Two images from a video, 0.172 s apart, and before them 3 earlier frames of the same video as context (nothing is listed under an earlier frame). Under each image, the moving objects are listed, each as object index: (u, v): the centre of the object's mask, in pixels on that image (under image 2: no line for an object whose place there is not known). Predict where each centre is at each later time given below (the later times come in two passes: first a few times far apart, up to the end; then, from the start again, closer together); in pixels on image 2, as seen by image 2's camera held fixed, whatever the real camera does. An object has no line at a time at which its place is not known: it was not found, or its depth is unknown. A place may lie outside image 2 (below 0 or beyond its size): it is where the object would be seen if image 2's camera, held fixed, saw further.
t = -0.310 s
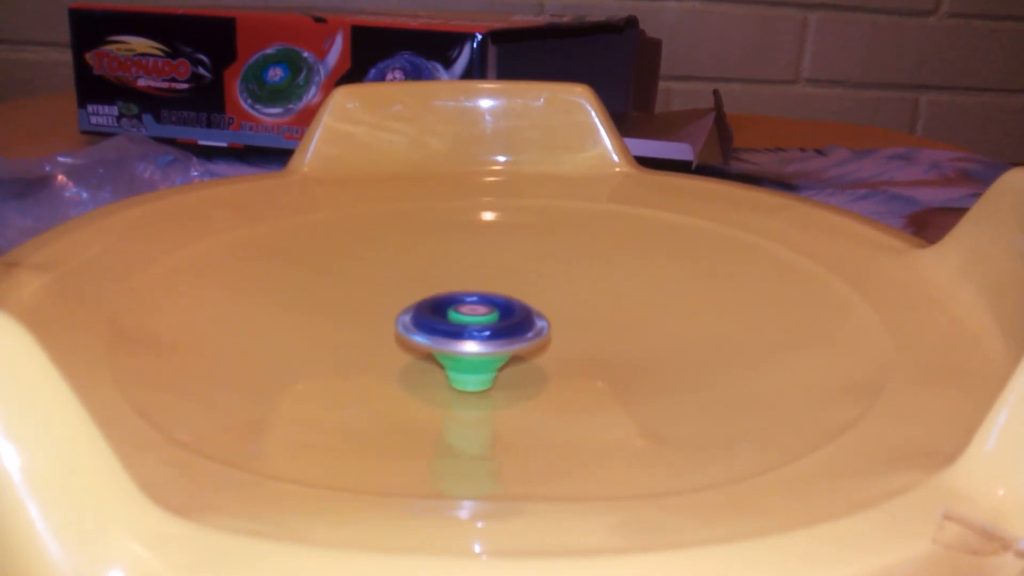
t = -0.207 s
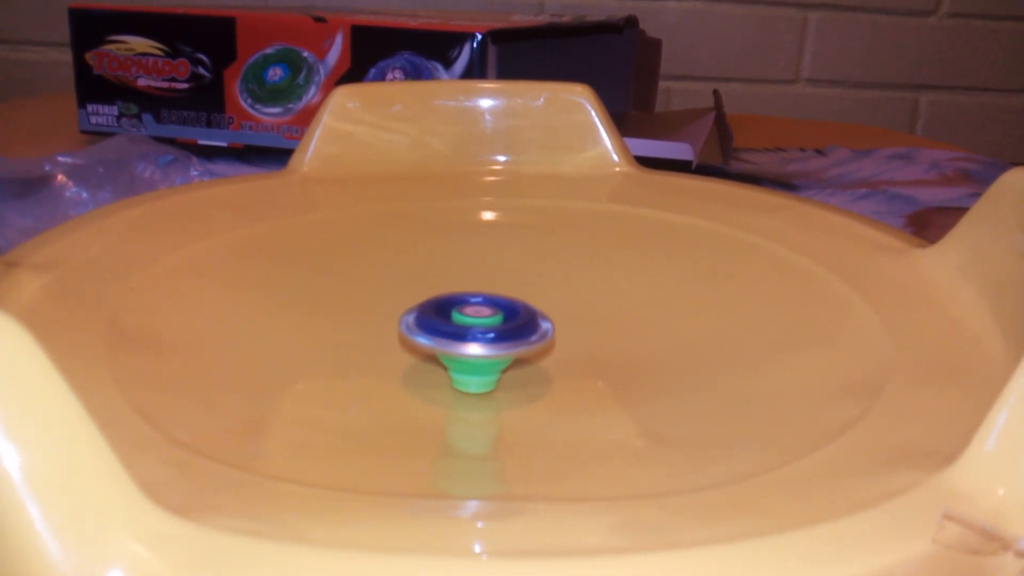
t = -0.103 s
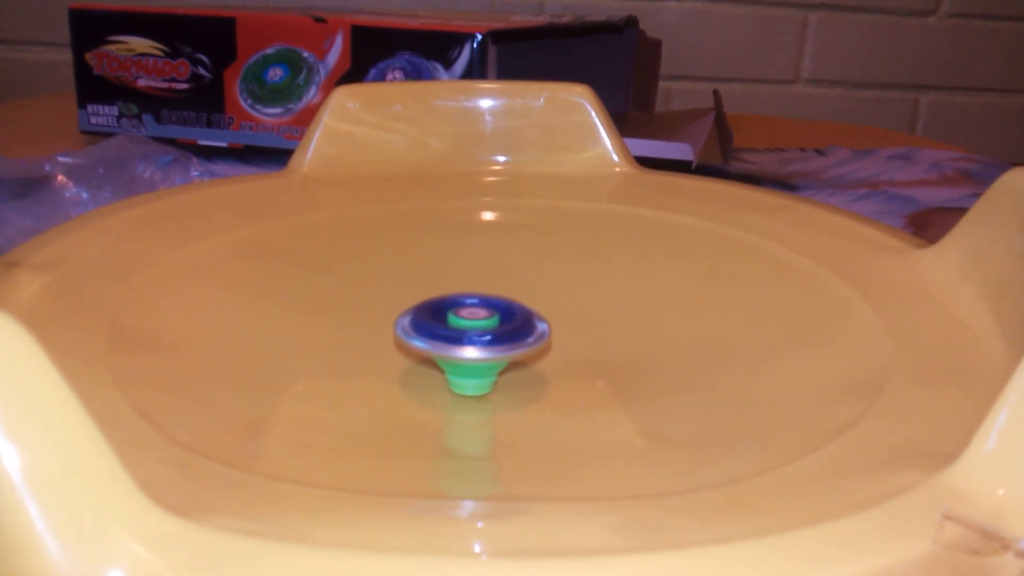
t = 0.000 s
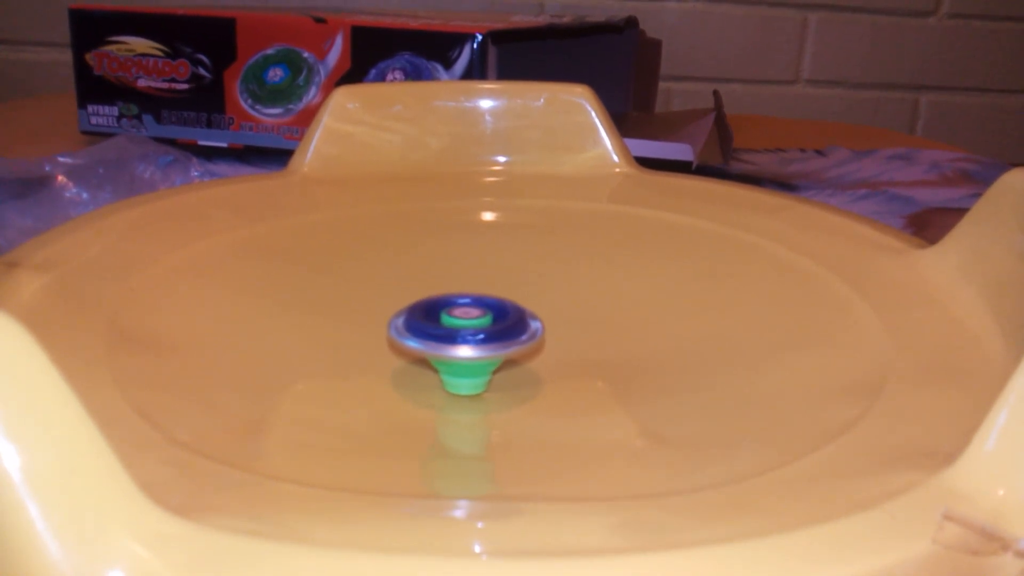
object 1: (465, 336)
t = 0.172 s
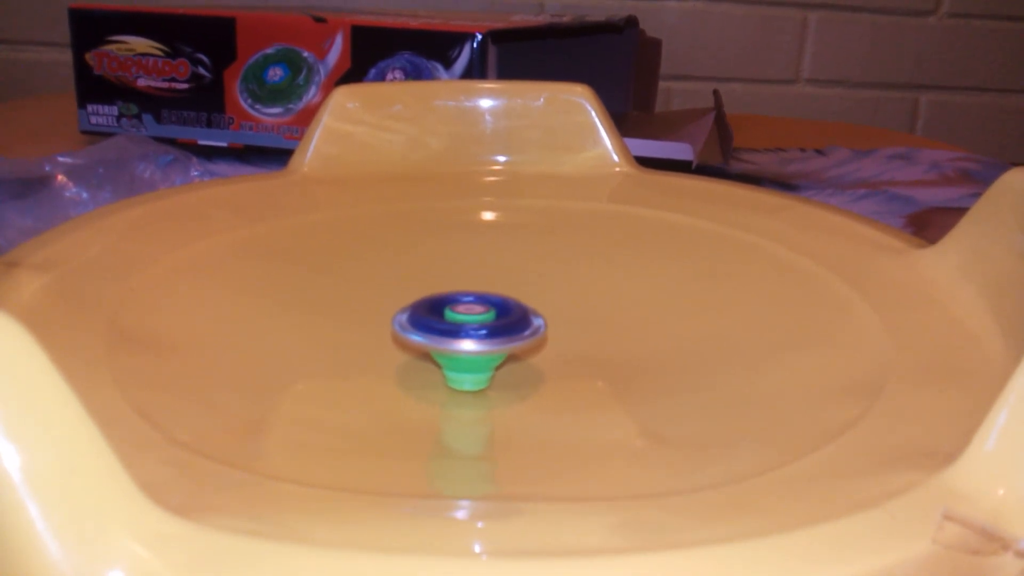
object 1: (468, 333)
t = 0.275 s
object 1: (477, 334)
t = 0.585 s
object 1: (461, 337)
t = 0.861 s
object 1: (475, 333)
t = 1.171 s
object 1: (469, 338)
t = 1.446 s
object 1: (461, 335)
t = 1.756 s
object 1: (474, 334)
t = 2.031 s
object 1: (470, 337)
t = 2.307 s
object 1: (464, 334)
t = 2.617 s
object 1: (477, 337)
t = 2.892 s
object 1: (464, 334)
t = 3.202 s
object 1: (476, 334)
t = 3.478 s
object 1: (466, 338)
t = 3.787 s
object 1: (463, 334)
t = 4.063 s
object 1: (479, 337)
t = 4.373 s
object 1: (461, 336)
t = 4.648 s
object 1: (476, 334)
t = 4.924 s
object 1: (472, 338)
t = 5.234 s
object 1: (463, 333)
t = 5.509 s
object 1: (480, 337)
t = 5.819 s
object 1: (462, 334)
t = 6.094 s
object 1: (480, 333)
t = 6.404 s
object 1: (464, 337)
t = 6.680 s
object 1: (473, 333)
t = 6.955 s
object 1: (476, 338)
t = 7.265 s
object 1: (463, 333)
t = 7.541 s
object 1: (479, 334)
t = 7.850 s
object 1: (462, 335)
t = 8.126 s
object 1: (474, 332)
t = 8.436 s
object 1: (474, 337)
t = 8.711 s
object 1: (462, 334)
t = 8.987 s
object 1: (475, 334)
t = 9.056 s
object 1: (478, 335)
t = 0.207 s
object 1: (471, 333)
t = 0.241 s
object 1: (474, 333)
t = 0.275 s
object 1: (477, 334)
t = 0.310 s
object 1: (479, 335)
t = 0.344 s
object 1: (479, 335)
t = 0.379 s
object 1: (479, 336)
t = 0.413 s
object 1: (477, 338)
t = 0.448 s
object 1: (475, 338)
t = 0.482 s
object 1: (472, 339)
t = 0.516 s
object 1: (468, 338)
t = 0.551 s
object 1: (464, 338)
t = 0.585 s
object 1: (461, 337)
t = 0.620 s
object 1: (460, 336)
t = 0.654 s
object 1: (459, 335)
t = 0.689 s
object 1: (459, 335)
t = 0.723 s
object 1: (461, 334)
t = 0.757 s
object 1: (463, 333)
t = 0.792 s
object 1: (469, 333)
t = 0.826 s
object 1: (472, 333)
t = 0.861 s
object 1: (475, 333)
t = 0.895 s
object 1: (477, 334)
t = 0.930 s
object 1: (479, 335)
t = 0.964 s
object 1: (479, 335)
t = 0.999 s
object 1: (479, 336)
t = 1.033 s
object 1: (478, 337)
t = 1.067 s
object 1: (476, 337)
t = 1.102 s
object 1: (474, 338)
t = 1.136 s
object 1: (472, 338)
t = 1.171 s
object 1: (469, 338)
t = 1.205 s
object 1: (467, 338)
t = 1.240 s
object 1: (465, 338)
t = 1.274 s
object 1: (463, 337)
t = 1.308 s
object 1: (462, 337)
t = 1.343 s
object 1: (461, 337)
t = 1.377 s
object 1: (461, 336)
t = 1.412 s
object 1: (461, 335)
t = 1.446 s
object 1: (461, 335)
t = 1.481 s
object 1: (461, 335)
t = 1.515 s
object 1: (462, 334)
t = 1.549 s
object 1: (463, 334)
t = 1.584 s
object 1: (464, 334)
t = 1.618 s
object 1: (466, 334)
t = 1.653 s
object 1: (468, 334)
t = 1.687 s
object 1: (470, 334)
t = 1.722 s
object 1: (472, 334)
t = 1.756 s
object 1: (474, 334)
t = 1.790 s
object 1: (475, 335)
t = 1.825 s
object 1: (476, 335)
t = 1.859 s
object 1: (476, 335)
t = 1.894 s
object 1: (476, 336)
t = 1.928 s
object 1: (476, 336)
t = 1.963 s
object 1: (473, 337)
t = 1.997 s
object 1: (472, 337)
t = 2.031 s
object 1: (470, 337)
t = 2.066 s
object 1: (468, 337)
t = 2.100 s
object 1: (467, 337)
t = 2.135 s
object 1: (465, 337)
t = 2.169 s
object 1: (464, 336)
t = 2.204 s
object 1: (464, 336)
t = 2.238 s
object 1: (463, 335)
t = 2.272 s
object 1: (463, 335)
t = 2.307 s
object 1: (464, 334)
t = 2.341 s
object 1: (466, 334)
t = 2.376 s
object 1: (468, 333)
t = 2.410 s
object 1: (471, 334)
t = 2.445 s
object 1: (473, 334)
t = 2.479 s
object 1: (475, 334)
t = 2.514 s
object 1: (477, 335)
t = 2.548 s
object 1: (478, 336)
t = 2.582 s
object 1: (478, 336)
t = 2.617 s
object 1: (477, 337)
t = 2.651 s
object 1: (475, 337)
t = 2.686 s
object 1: (473, 338)
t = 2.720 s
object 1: (471, 338)
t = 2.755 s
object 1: (469, 337)
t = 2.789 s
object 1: (467, 337)
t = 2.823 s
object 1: (466, 336)
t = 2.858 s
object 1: (464, 335)
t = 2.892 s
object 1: (464, 334)
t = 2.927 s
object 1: (464, 334)
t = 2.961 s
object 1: (465, 334)
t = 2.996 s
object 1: (466, 333)
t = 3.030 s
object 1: (468, 333)
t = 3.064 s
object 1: (469, 332)
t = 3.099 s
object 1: (471, 333)
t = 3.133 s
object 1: (475, 333)
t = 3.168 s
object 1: (476, 333)
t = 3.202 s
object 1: (476, 334)
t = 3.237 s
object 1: (476, 335)
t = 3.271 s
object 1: (476, 335)
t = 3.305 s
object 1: (475, 336)
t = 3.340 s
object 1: (474, 337)
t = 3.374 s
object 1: (472, 337)
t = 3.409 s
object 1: (470, 337)
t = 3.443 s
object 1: (468, 337)
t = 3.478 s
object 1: (466, 338)
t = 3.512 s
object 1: (464, 337)
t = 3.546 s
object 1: (462, 337)
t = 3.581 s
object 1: (460, 336)
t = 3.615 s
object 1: (460, 335)
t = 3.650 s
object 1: (460, 335)
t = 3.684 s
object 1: (460, 334)
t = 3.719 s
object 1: (460, 334)
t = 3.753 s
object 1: (461, 334)
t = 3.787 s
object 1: (463, 334)
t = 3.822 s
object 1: (465, 334)
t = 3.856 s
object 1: (467, 333)
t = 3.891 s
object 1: (470, 334)
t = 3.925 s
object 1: (472, 334)
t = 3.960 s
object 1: (475, 334)
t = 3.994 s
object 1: (476, 335)
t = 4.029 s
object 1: (478, 335)
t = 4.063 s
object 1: (479, 337)
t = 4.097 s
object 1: (479, 337)
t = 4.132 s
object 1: (478, 338)
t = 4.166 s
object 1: (476, 338)
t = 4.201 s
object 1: (474, 339)
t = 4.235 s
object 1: (471, 339)
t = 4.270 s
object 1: (468, 339)
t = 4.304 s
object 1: (463, 338)
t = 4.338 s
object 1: (462, 337)
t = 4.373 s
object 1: (461, 336)
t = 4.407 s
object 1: (461, 335)
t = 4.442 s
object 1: (462, 334)
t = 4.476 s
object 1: (464, 334)
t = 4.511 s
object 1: (466, 334)
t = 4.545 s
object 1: (468, 333)
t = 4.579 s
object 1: (471, 333)
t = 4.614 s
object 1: (474, 333)
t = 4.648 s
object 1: (476, 334)
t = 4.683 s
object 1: (478, 334)
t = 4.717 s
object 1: (479, 334)
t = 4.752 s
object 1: (479, 335)
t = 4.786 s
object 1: (479, 336)
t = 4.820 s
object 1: (478, 337)
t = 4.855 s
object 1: (476, 338)
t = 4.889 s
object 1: (474, 338)
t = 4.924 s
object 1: (472, 338)
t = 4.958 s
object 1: (469, 338)
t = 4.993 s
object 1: (465, 338)
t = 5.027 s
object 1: (462, 337)
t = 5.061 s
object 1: (460, 336)
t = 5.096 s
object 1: (460, 336)
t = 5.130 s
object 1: (460, 335)
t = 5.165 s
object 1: (460, 335)
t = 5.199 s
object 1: (461, 334)
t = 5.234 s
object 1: (463, 333)
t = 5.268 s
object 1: (465, 334)
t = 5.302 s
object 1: (469, 333)
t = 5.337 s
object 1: (471, 333)
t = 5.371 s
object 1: (474, 333)
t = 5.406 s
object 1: (477, 334)
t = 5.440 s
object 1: (480, 335)
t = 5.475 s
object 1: (481, 336)
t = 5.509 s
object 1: (480, 337)
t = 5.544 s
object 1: (479, 338)
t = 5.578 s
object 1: (476, 338)
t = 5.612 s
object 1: (474, 338)
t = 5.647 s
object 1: (471, 338)
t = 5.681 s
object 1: (468, 338)
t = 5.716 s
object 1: (464, 337)
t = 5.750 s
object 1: (462, 336)
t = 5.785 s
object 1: (462, 335)
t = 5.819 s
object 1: (462, 334)
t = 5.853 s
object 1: (463, 333)
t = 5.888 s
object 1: (464, 332)
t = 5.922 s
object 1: (467, 332)
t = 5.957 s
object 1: (470, 331)
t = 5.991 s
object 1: (473, 332)
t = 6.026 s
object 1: (475, 332)
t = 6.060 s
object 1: (478, 332)
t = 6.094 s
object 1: (480, 333)
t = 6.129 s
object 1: (481, 334)
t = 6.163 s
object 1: (481, 335)
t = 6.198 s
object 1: (480, 336)
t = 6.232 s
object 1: (478, 337)
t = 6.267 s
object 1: (476, 337)
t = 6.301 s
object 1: (474, 337)
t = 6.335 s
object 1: (470, 338)
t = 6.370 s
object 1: (466, 337)
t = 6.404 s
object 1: (464, 337)
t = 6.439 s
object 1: (462, 337)
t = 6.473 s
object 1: (460, 336)
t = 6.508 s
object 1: (460, 335)
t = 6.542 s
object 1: (460, 334)
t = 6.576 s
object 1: (462, 334)
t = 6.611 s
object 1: (466, 333)
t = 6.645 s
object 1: (469, 333)
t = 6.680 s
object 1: (473, 333)
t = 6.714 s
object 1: (476, 333)
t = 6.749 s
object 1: (478, 334)
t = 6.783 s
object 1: (479, 335)
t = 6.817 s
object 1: (480, 336)
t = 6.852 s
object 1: (480, 336)
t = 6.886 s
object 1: (479, 337)
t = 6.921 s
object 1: (477, 338)
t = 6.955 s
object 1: (476, 338)
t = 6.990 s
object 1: (473, 338)
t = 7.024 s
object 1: (471, 338)
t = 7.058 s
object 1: (467, 338)
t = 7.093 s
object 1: (465, 337)
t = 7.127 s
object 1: (463, 336)
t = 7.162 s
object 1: (461, 335)
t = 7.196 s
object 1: (461, 335)
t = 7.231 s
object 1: (462, 334)
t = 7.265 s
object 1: (463, 333)
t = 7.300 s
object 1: (464, 333)
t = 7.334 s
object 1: (466, 333)
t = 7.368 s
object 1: (469, 332)
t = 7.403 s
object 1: (471, 332)
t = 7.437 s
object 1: (473, 332)
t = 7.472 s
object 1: (476, 333)
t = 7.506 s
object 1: (478, 333)
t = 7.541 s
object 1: (479, 334)
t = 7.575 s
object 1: (479, 335)
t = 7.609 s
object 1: (479, 336)
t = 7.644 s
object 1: (478, 336)
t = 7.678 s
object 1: (476, 336)
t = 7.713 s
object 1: (473, 337)
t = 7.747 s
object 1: (471, 337)
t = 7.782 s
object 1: (465, 336)
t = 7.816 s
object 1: (463, 336)
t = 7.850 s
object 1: (462, 335)
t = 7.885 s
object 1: (461, 335)
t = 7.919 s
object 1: (461, 334)
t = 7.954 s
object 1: (462, 333)
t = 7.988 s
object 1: (464, 333)
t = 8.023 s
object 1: (465, 333)
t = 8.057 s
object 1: (468, 332)
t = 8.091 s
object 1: (471, 332)
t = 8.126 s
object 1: (474, 332)
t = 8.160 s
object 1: (477, 333)
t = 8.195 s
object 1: (480, 334)
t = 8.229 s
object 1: (481, 334)
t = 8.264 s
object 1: (481, 335)
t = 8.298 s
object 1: (481, 336)
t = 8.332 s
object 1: (480, 336)
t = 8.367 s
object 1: (477, 337)
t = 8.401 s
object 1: (476, 337)
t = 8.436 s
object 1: (474, 337)
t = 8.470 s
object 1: (471, 338)
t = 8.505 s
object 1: (469, 338)
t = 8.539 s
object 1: (467, 337)
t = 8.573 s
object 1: (464, 336)
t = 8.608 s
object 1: (463, 336)
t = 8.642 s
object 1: (463, 336)
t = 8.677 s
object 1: (463, 335)
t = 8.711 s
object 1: (462, 334)
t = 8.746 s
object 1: (464, 334)
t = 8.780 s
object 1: (465, 334)
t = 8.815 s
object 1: (465, 334)
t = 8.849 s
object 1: (468, 334)
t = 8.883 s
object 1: (469, 334)
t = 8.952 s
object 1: (474, 334)
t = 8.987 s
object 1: (475, 334)
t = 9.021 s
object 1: (477, 335)
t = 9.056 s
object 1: (478, 335)
